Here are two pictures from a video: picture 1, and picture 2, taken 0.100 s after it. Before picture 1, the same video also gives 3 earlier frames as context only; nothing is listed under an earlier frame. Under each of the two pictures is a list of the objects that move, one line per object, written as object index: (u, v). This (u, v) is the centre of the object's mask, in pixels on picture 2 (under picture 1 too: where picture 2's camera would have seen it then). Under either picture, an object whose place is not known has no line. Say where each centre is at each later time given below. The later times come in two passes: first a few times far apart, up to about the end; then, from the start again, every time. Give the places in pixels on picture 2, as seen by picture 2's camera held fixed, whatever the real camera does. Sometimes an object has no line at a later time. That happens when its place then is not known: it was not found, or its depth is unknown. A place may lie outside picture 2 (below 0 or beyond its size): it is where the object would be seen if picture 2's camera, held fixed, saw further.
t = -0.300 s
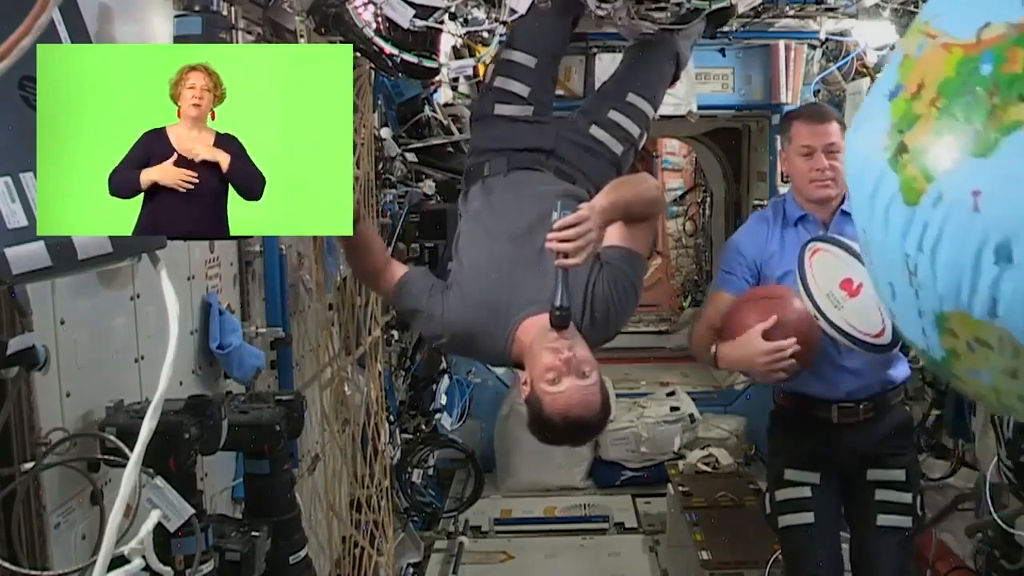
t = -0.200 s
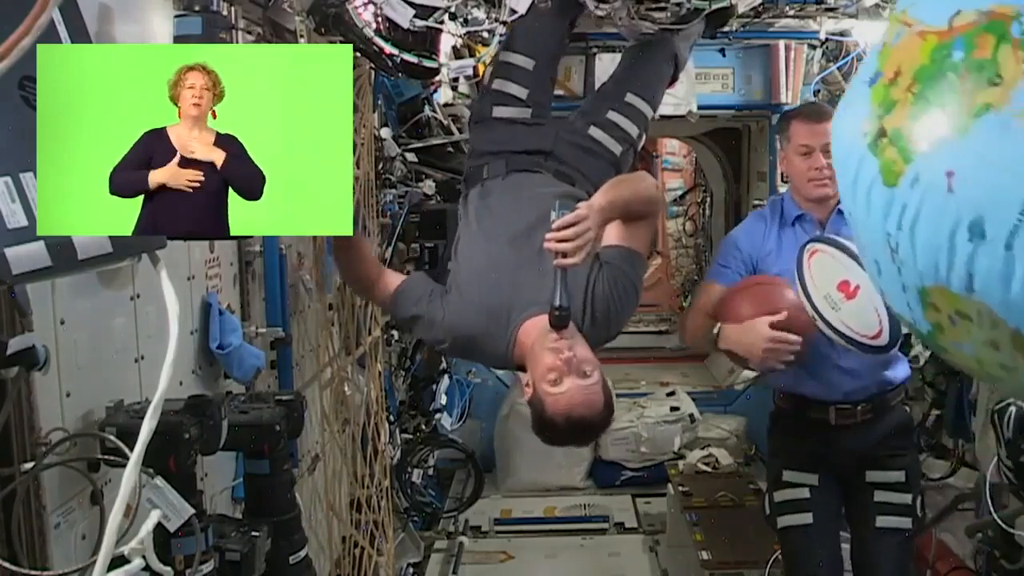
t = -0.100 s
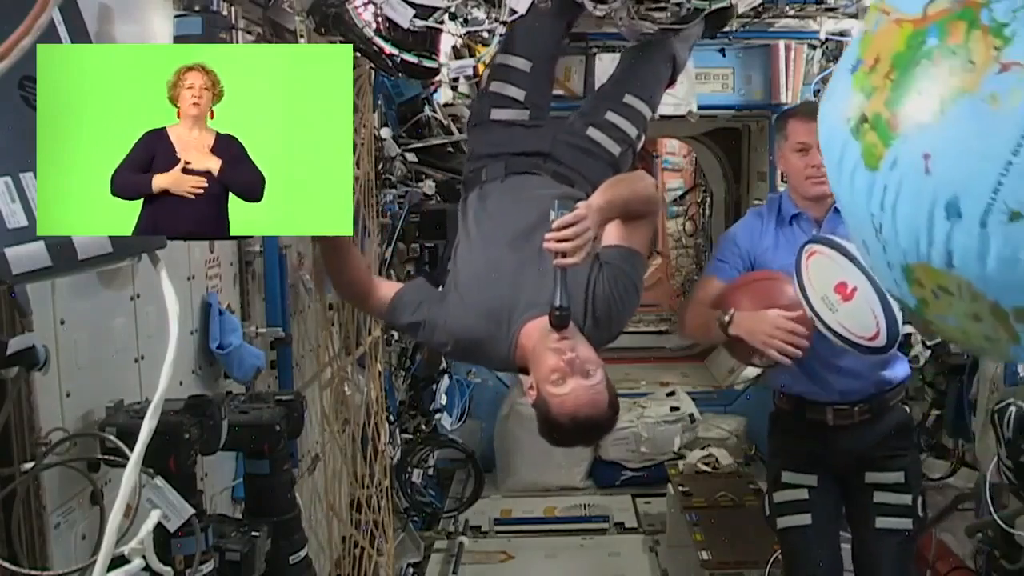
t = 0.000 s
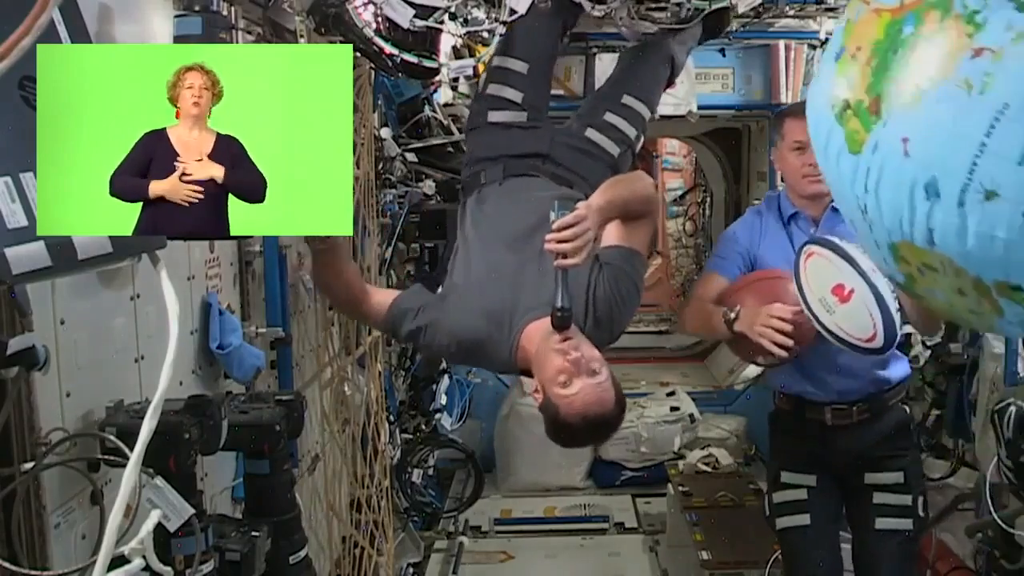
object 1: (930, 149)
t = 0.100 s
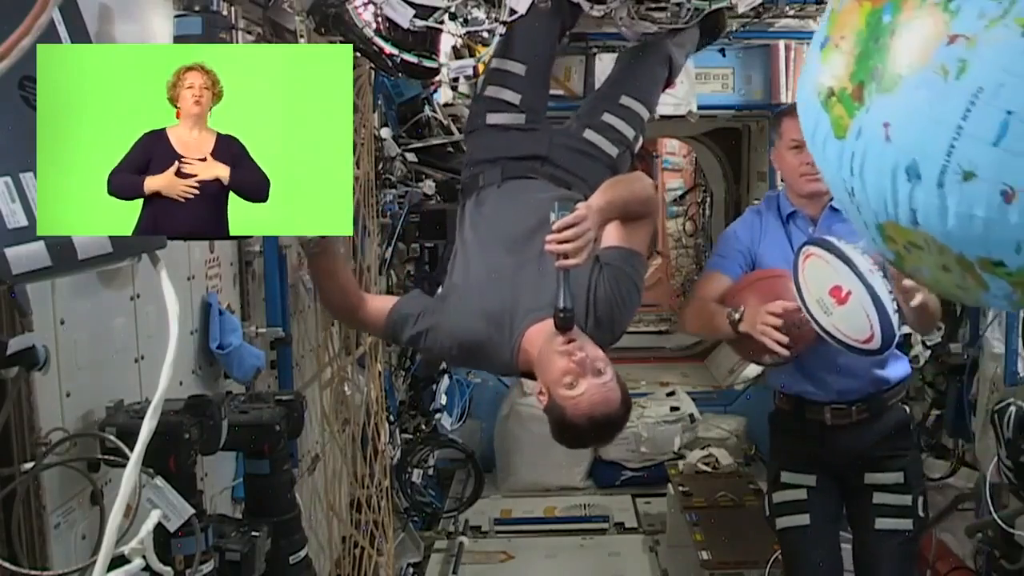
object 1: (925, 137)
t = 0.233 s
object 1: (918, 125)
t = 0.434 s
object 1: (893, 131)
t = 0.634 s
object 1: (868, 138)
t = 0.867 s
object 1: (828, 146)
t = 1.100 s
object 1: (774, 156)
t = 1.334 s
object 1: (722, 171)
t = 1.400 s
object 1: (707, 180)
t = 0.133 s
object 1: (923, 133)
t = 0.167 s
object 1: (922, 129)
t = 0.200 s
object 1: (920, 127)
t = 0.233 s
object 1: (918, 125)
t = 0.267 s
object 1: (915, 125)
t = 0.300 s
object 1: (912, 126)
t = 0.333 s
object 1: (907, 127)
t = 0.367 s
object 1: (903, 128)
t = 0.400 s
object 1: (898, 130)
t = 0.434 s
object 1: (893, 131)
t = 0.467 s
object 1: (889, 132)
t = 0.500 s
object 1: (886, 134)
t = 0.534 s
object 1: (881, 135)
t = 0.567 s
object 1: (877, 136)
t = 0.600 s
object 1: (873, 137)
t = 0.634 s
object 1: (868, 138)
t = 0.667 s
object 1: (863, 139)
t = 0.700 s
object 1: (859, 139)
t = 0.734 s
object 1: (853, 140)
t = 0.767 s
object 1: (848, 141)
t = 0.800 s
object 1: (843, 143)
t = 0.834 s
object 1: (836, 144)
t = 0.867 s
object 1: (828, 146)
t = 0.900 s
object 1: (820, 147)
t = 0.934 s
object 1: (812, 148)
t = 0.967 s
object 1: (804, 150)
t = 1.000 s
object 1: (796, 151)
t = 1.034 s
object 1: (789, 152)
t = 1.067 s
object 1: (781, 155)
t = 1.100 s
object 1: (774, 156)
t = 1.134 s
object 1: (766, 157)
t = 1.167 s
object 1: (759, 160)
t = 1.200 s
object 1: (751, 162)
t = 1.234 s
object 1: (744, 165)
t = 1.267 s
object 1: (736, 166)
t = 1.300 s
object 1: (729, 169)
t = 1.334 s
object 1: (722, 171)
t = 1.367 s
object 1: (715, 175)
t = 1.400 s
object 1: (707, 180)
